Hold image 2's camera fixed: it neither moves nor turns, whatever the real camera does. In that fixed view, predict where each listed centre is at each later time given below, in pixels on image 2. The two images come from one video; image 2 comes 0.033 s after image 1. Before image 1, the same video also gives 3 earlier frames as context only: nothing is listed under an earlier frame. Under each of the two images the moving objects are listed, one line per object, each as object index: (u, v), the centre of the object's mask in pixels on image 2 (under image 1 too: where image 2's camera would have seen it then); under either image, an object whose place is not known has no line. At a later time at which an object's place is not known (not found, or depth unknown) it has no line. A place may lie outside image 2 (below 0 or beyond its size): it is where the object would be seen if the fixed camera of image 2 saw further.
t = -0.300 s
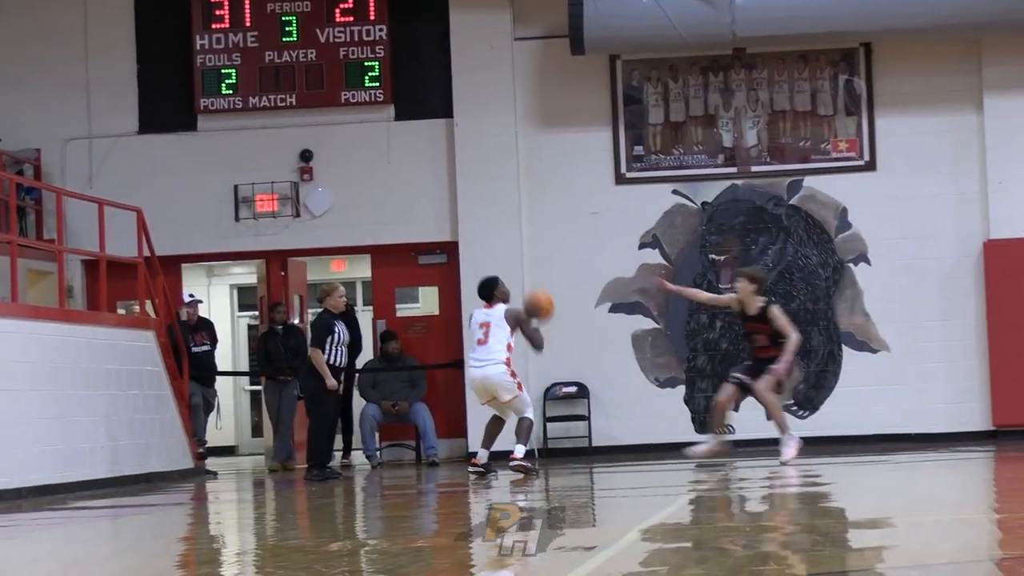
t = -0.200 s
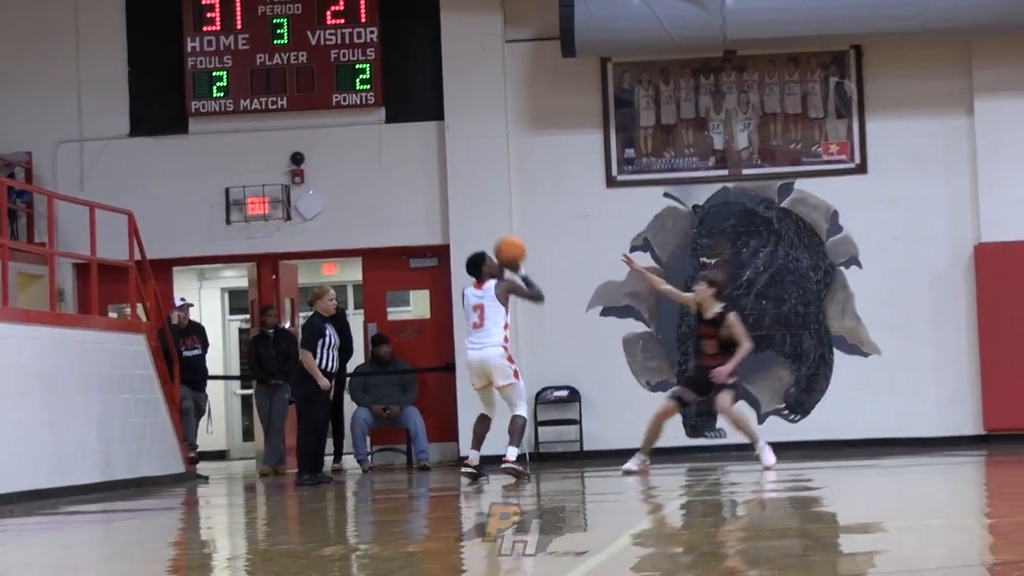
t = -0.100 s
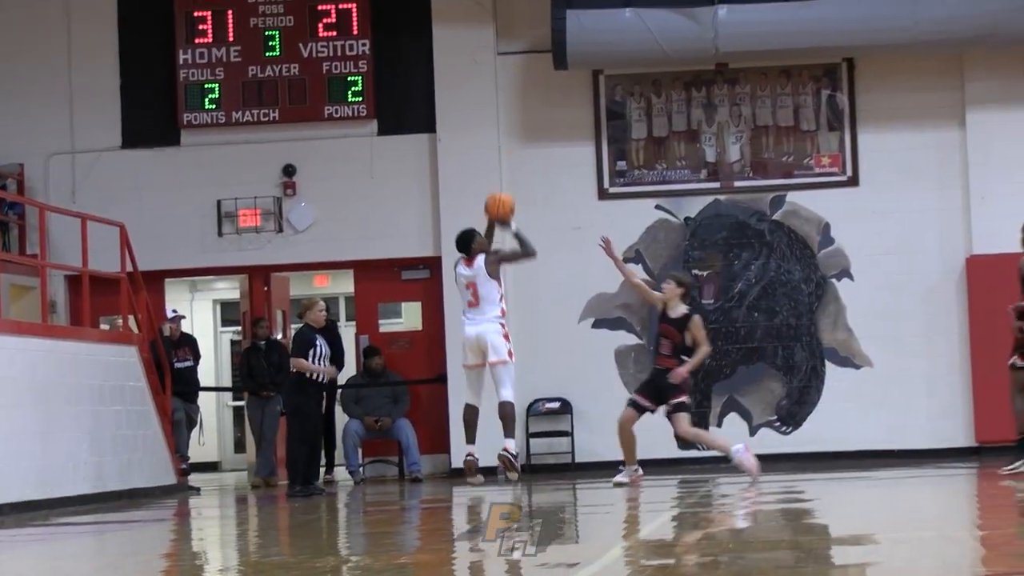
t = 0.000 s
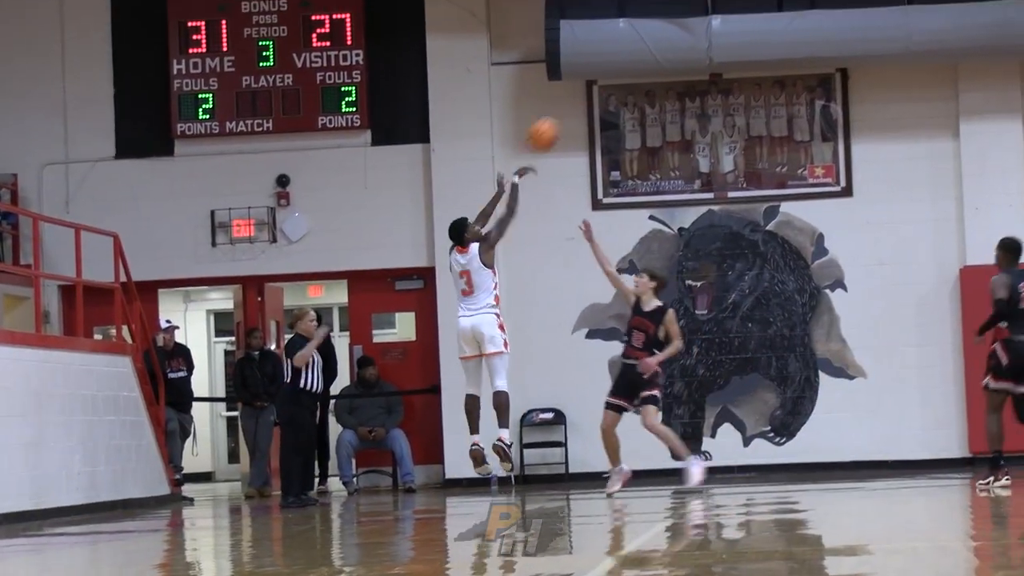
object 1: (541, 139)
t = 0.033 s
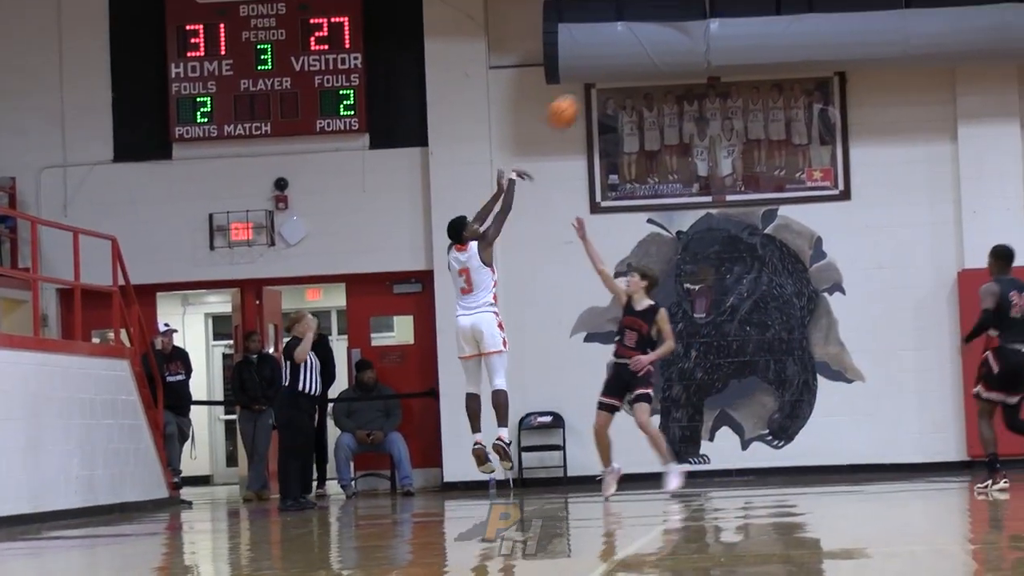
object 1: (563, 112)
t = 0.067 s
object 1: (585, 87)
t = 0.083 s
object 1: (596, 75)
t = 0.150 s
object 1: (640, 32)
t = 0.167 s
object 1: (652, 22)
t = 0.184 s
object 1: (662, 13)
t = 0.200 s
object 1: (673, 6)
